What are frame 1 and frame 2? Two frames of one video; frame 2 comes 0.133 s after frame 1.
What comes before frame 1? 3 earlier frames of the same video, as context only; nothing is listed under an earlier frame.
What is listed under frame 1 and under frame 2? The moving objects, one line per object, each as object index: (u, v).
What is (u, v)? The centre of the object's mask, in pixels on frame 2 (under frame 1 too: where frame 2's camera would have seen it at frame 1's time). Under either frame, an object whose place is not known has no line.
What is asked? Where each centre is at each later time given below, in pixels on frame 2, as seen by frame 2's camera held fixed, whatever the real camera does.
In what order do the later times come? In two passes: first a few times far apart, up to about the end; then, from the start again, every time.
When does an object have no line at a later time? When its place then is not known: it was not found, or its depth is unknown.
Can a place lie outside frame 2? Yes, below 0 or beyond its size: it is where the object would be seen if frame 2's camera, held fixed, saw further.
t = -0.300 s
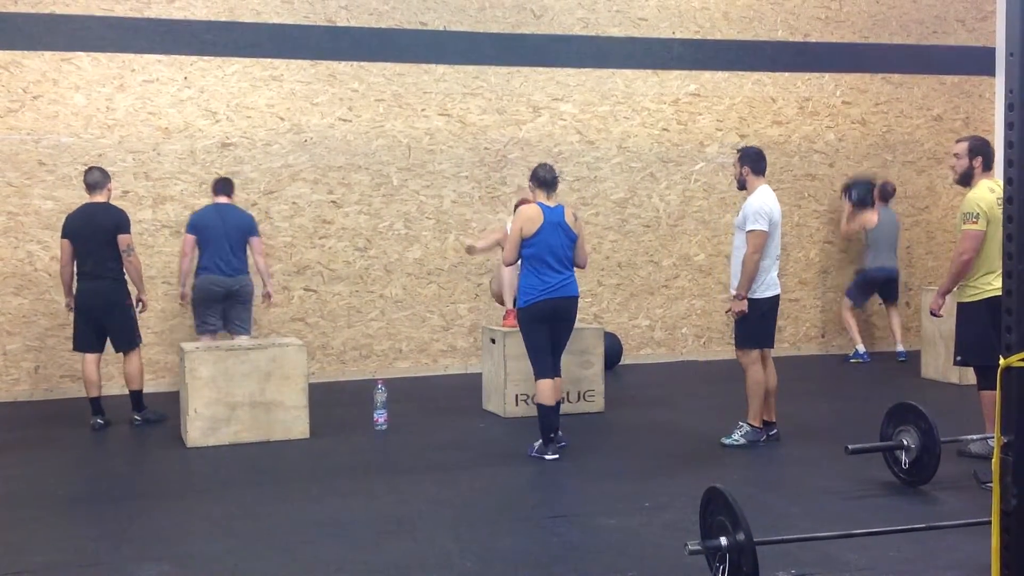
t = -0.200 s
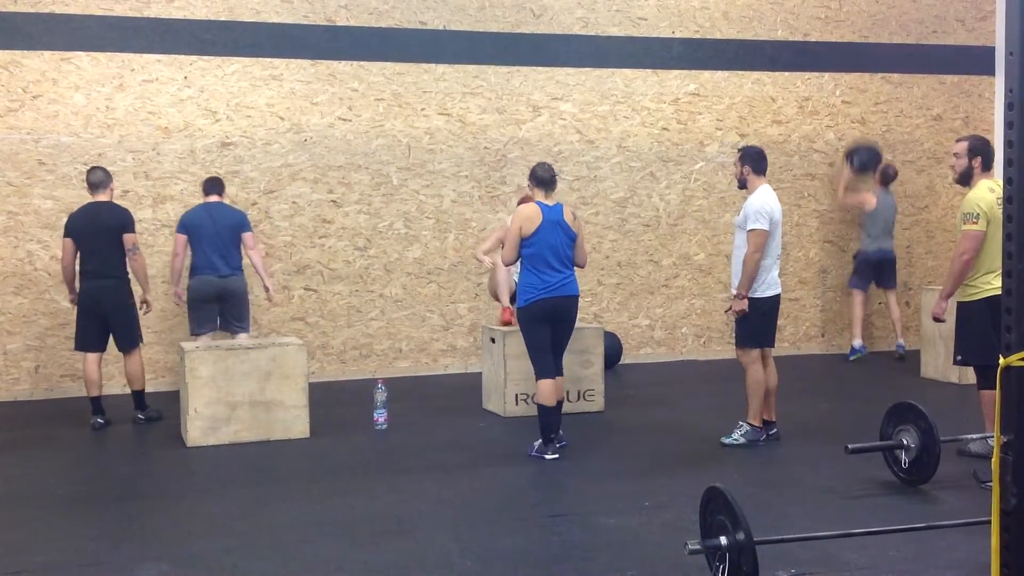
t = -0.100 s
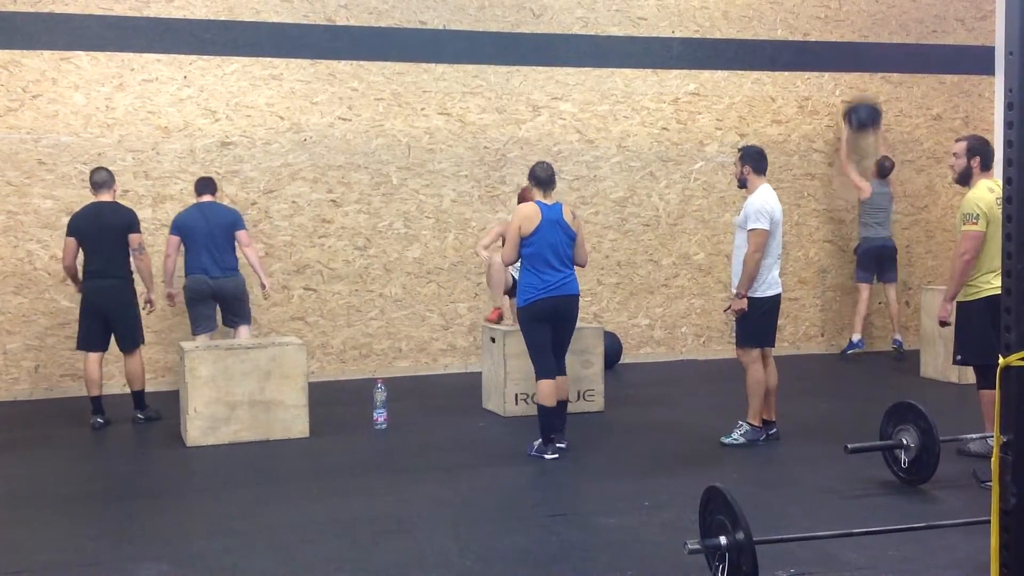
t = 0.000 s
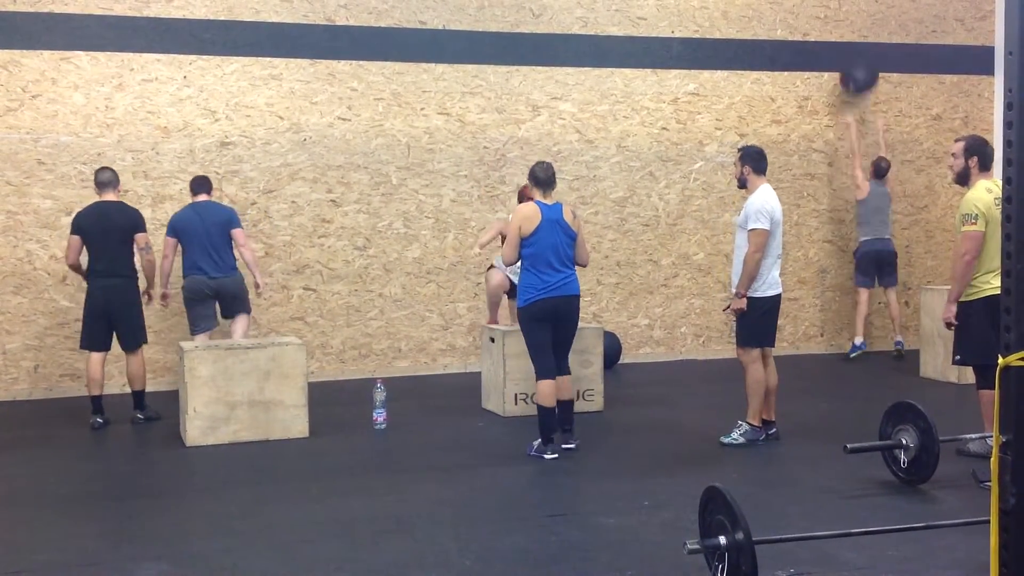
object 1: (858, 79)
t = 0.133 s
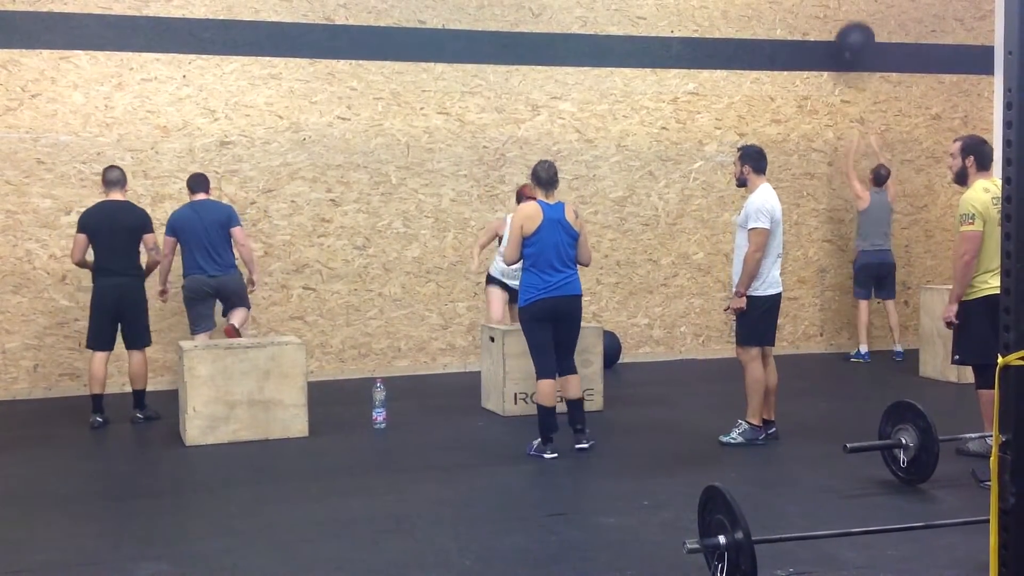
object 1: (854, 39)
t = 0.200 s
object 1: (852, 29)
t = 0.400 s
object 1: (845, 24)
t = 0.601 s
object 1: (843, 53)
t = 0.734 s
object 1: (850, 89)
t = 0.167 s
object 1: (853, 34)
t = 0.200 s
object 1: (852, 29)
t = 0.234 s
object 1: (851, 27)
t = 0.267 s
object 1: (851, 23)
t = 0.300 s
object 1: (849, 21)
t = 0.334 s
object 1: (848, 21)
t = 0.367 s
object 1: (847, 22)
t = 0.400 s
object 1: (845, 24)
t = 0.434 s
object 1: (843, 29)
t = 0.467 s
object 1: (843, 31)
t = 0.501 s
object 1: (844, 36)
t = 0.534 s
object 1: (844, 40)
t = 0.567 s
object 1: (844, 46)
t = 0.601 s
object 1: (843, 53)
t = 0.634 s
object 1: (842, 64)
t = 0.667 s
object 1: (842, 71)
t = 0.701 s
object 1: (849, 78)
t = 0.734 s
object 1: (850, 89)
